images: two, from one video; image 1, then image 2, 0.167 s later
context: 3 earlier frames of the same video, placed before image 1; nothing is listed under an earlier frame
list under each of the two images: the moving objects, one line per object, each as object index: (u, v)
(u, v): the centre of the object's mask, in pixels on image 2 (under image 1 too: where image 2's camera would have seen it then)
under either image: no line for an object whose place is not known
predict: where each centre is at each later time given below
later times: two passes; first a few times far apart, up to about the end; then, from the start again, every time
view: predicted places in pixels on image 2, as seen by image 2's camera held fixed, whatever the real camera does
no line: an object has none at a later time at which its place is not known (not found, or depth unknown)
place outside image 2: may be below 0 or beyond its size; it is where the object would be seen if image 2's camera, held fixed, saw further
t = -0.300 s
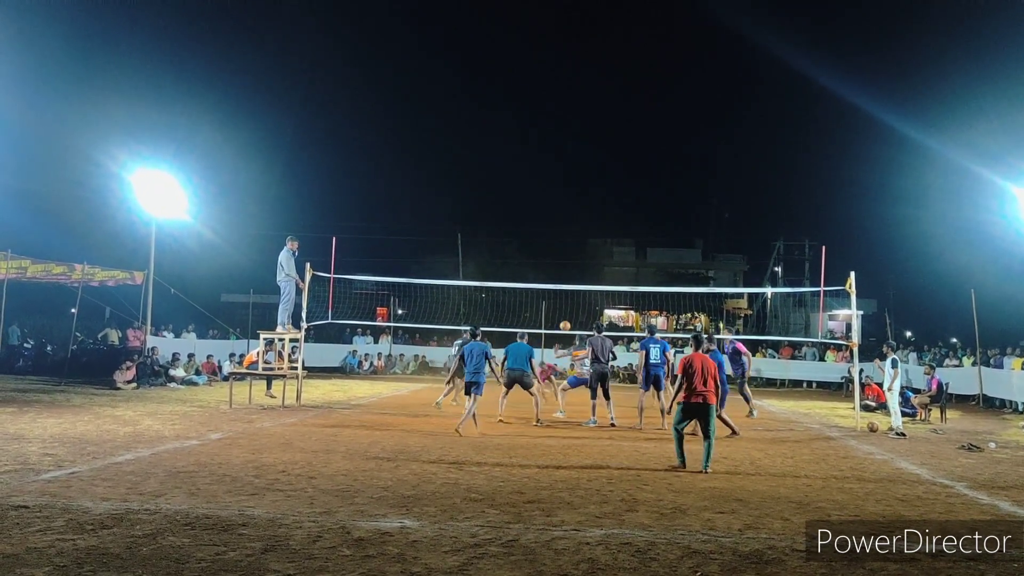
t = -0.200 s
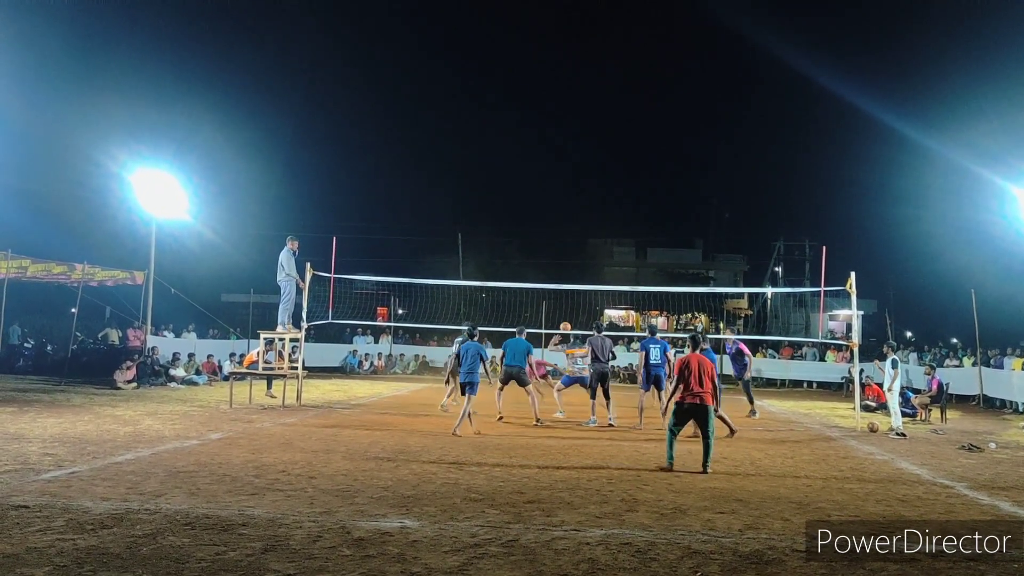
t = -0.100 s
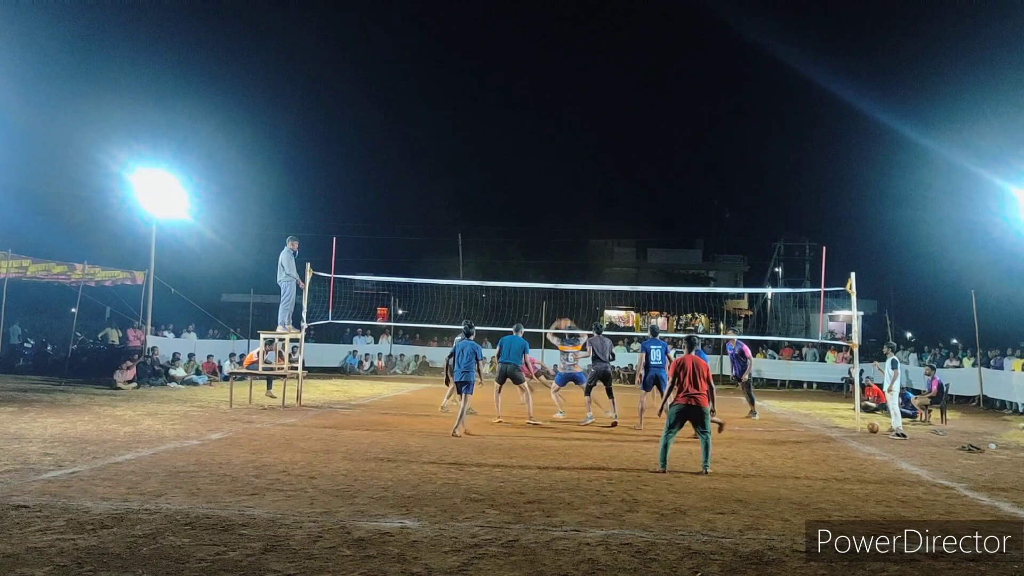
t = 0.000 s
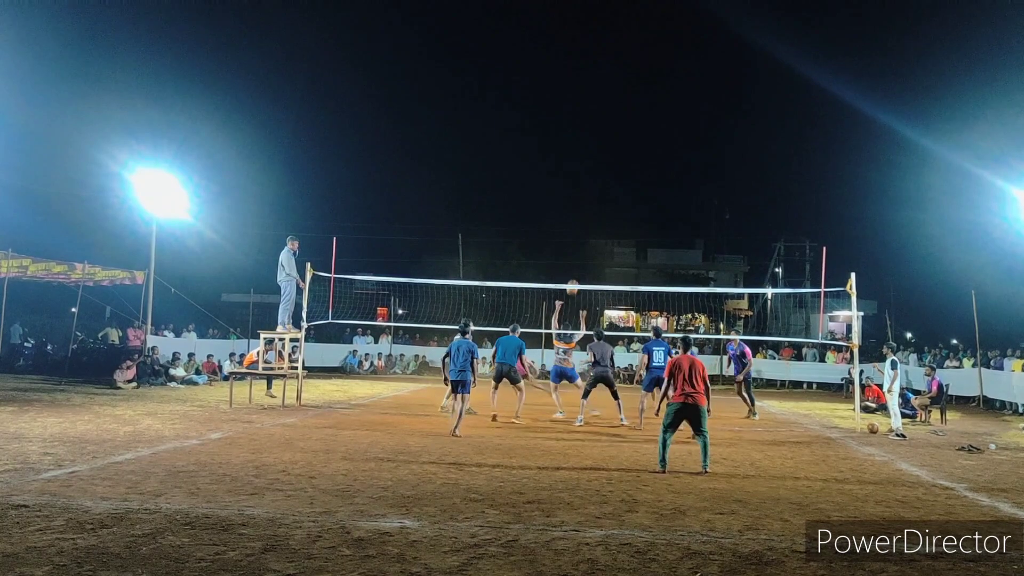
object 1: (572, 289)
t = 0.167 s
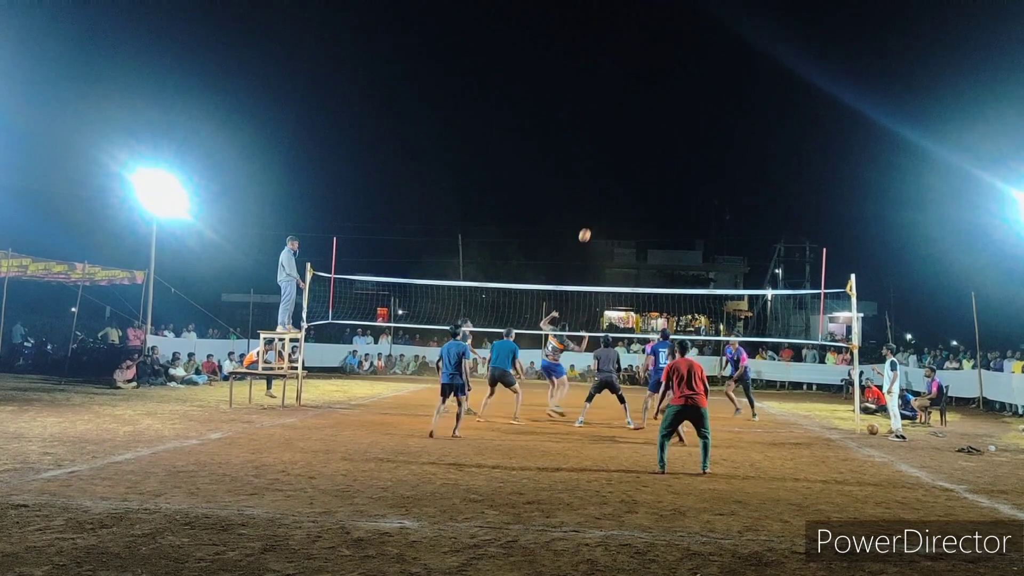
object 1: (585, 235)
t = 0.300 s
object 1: (594, 203)
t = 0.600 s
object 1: (612, 164)
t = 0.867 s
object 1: (626, 165)
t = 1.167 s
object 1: (638, 207)
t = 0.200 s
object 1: (587, 226)
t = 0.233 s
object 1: (589, 218)
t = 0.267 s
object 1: (591, 210)
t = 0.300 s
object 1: (594, 203)
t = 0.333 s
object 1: (596, 196)
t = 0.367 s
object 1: (598, 191)
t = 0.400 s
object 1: (600, 185)
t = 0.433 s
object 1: (602, 180)
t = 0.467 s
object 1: (604, 176)
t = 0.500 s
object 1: (606, 172)
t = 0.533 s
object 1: (608, 169)
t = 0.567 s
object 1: (610, 166)
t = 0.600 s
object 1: (612, 164)
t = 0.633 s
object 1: (613, 163)
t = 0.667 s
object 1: (615, 161)
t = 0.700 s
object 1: (617, 161)
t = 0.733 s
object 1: (619, 161)
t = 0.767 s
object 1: (621, 161)
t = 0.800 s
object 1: (623, 162)
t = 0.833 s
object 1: (624, 163)
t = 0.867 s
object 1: (626, 165)
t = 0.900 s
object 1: (628, 167)
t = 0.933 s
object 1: (629, 170)
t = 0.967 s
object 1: (631, 174)
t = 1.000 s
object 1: (632, 178)
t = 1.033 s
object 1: (634, 183)
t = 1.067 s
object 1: (635, 188)
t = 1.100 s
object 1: (636, 194)
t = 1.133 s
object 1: (637, 200)
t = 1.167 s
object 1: (638, 207)
